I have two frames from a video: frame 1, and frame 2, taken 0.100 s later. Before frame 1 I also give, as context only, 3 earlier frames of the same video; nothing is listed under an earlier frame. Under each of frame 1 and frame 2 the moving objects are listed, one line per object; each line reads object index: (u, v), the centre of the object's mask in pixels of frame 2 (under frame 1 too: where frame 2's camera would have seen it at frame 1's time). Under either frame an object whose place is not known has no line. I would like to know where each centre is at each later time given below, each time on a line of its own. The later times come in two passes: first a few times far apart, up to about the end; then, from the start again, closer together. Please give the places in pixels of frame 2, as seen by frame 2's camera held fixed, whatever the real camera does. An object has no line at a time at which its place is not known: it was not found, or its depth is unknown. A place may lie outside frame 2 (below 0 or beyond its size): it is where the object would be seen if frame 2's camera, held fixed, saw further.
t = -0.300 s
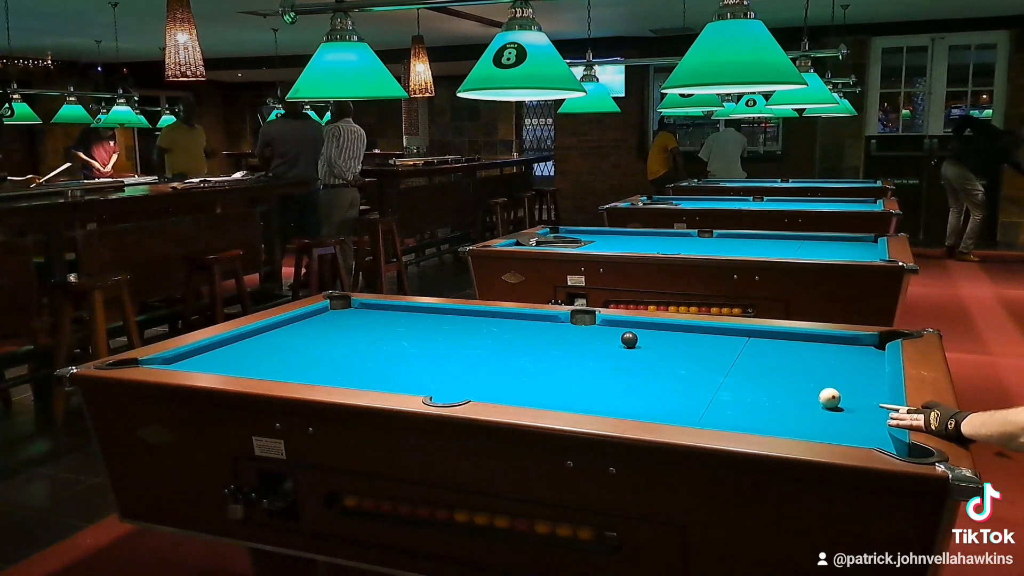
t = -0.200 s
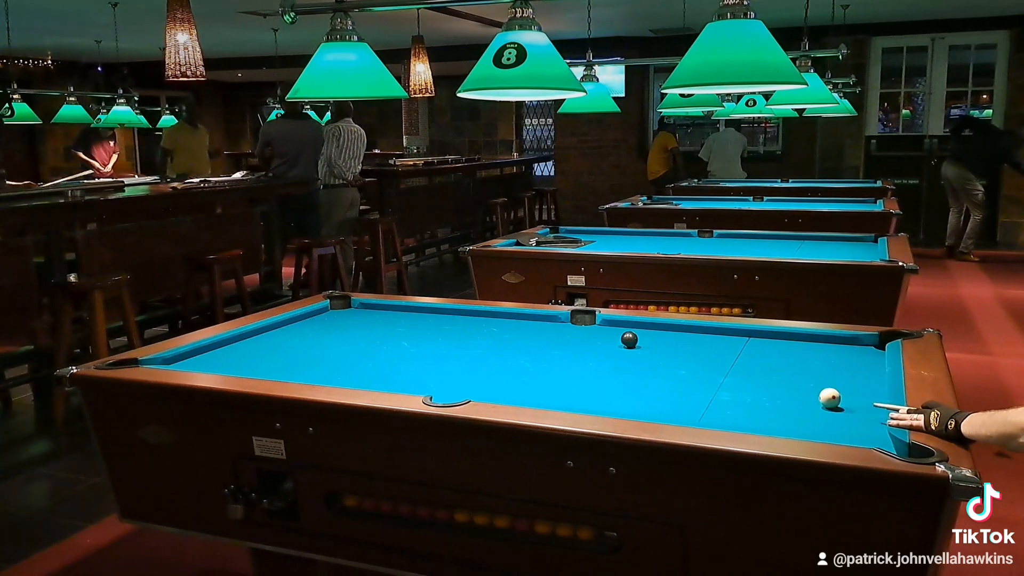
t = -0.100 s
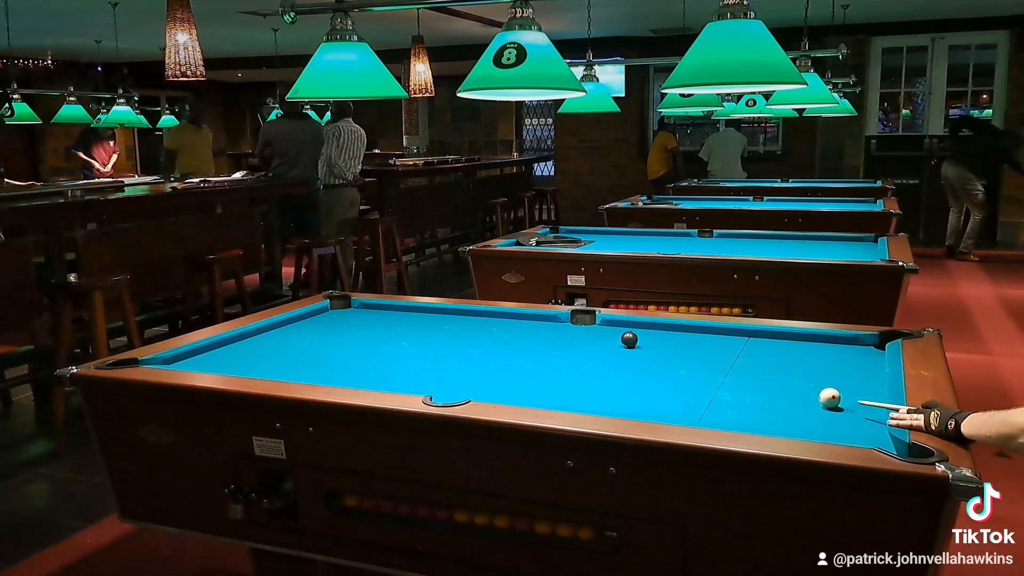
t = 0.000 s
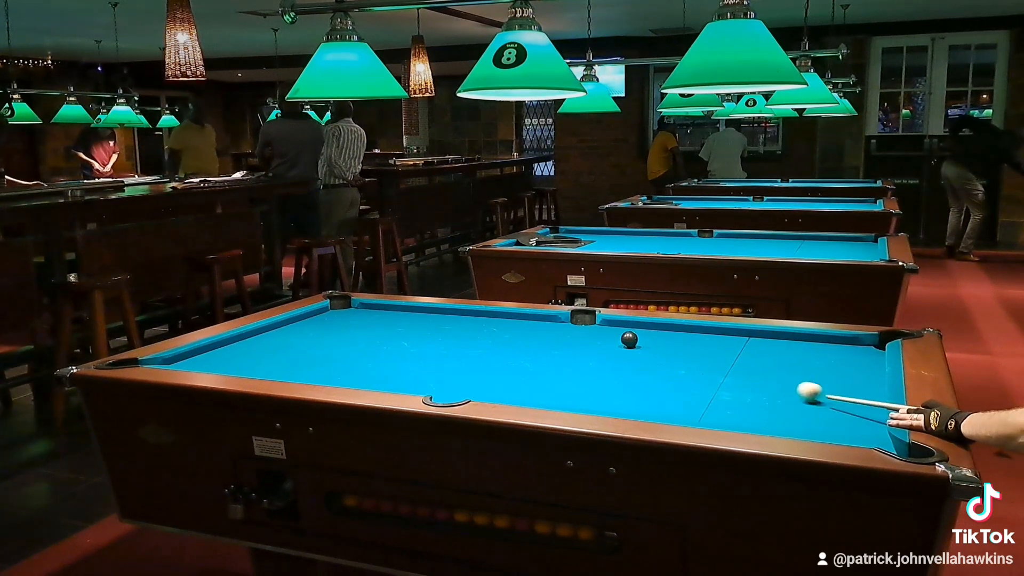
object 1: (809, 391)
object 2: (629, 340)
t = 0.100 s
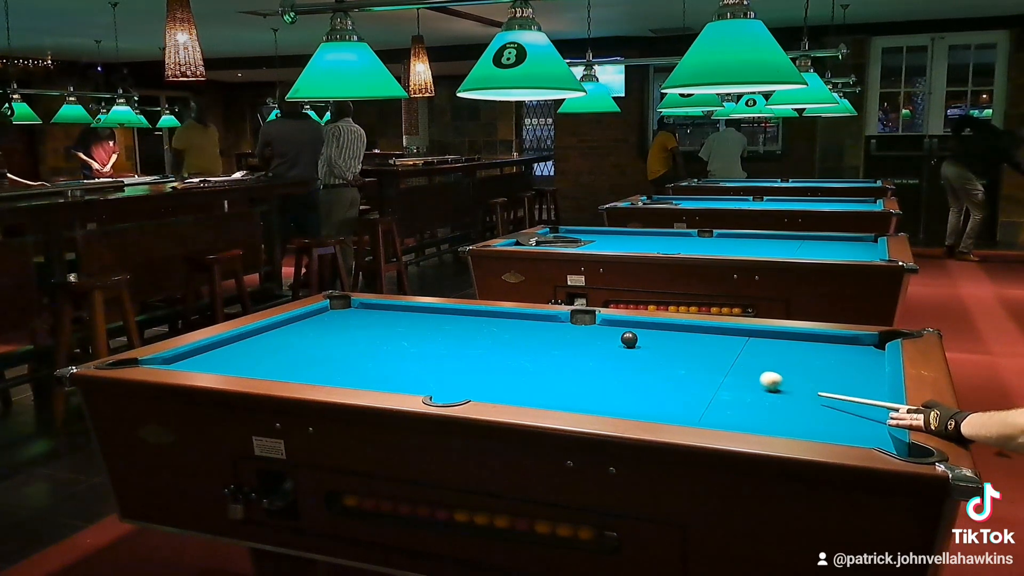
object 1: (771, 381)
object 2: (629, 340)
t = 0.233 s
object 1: (727, 369)
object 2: (629, 340)
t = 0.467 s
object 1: (663, 351)
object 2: (629, 340)
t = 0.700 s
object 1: (621, 344)
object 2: (618, 332)
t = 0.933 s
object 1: (594, 343)
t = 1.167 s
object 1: (568, 342)
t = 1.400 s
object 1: (545, 342)
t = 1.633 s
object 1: (523, 341)
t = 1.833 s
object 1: (505, 341)
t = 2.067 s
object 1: (487, 341)
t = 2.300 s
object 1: (469, 340)
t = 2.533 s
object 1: (454, 340)
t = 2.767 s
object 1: (440, 340)
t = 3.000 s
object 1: (428, 340)
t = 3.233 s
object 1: (417, 340)
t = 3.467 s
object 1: (408, 340)
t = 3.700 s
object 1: (402, 340)
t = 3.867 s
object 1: (395, 340)
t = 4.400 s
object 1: (387, 340)
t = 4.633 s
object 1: (385, 340)
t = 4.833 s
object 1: (385, 340)
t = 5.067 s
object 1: (385, 341)
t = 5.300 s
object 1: (385, 341)
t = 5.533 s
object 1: (385, 341)
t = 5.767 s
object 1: (385, 340)
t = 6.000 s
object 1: (385, 340)
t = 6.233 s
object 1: (385, 340)
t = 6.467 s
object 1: (385, 341)
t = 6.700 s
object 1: (385, 341)
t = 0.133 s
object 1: (759, 378)
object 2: (629, 340)
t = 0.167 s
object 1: (748, 375)
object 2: (629, 340)
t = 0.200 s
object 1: (738, 372)
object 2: (629, 340)
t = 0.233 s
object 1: (727, 369)
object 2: (629, 340)
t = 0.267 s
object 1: (718, 366)
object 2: (629, 340)
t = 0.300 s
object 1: (708, 364)
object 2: (629, 340)
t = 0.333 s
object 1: (699, 361)
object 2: (629, 340)
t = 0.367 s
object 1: (689, 358)
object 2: (629, 340)
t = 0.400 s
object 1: (680, 356)
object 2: (629, 340)
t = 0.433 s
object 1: (671, 353)
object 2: (629, 340)
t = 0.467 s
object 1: (663, 351)
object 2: (629, 340)
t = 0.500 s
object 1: (654, 349)
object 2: (629, 340)
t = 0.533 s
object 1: (646, 347)
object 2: (629, 340)
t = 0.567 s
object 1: (638, 344)
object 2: (627, 338)
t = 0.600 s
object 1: (633, 344)
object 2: (625, 336)
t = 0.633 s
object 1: (630, 344)
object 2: (623, 334)
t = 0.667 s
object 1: (626, 344)
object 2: (620, 333)
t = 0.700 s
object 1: (621, 344)
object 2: (618, 332)
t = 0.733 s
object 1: (618, 343)
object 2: (616, 331)
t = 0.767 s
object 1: (613, 343)
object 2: (614, 330)
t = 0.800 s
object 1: (609, 343)
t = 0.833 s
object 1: (606, 343)
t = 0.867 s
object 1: (602, 343)
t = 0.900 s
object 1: (597, 343)
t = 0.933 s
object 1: (594, 343)
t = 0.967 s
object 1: (590, 343)
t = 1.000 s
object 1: (586, 343)
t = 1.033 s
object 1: (582, 342)
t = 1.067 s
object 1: (579, 342)
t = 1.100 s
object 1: (575, 342)
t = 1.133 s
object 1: (572, 342)
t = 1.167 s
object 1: (568, 342)
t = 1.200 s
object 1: (564, 342)
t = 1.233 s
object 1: (561, 342)
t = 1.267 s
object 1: (558, 342)
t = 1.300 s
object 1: (555, 342)
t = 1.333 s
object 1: (551, 342)
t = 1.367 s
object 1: (548, 342)
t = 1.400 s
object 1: (545, 342)
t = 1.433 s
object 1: (541, 341)
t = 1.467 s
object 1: (538, 341)
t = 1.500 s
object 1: (535, 341)
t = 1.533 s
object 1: (532, 341)
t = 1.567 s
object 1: (529, 341)
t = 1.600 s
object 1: (526, 341)
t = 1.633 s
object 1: (523, 341)
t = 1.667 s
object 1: (520, 341)
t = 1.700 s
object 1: (517, 341)
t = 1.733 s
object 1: (514, 341)
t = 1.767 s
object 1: (511, 341)
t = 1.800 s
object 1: (508, 341)
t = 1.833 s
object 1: (505, 341)
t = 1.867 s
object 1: (502, 341)
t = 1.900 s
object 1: (500, 341)
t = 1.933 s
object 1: (497, 341)
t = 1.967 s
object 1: (494, 341)
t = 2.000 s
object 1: (492, 341)
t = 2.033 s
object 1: (489, 341)
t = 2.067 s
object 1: (487, 341)
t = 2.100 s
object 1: (484, 341)
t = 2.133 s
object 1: (481, 341)
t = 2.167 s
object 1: (479, 341)
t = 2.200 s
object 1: (476, 341)
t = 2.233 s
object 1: (474, 340)
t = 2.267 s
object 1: (472, 340)
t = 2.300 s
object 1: (469, 340)
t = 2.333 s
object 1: (467, 340)
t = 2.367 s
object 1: (465, 340)
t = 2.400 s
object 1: (462, 340)
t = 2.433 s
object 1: (460, 340)
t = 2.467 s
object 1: (458, 340)
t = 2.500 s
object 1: (456, 340)
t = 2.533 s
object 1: (454, 340)
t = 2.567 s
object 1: (452, 340)
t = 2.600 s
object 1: (450, 340)
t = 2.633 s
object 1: (448, 340)
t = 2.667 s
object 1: (446, 340)
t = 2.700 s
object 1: (444, 340)
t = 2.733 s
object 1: (442, 340)
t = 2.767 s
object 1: (440, 340)
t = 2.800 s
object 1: (438, 340)
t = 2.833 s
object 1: (436, 340)
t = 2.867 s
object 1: (435, 340)
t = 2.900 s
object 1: (433, 340)
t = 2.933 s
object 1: (431, 340)
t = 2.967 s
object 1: (429, 340)
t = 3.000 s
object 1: (428, 340)
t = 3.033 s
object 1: (426, 340)
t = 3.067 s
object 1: (425, 340)
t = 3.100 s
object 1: (423, 340)
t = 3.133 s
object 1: (422, 340)
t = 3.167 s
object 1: (420, 340)
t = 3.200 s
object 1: (419, 340)
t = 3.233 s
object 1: (417, 340)
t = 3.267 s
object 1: (416, 340)
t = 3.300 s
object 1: (414, 340)
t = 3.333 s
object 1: (413, 340)
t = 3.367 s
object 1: (412, 340)
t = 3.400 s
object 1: (411, 340)
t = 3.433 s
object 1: (409, 340)
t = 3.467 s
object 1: (408, 340)
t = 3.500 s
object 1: (407, 340)
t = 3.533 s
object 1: (406, 340)
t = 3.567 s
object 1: (405, 340)
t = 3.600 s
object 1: (404, 340)
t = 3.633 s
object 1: (403, 340)
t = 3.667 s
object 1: (402, 340)
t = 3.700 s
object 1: (402, 340)
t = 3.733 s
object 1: (401, 340)
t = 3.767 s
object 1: (400, 340)
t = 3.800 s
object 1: (399, 340)
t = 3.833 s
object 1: (398, 340)
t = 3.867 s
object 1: (395, 340)
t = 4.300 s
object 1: (389, 340)
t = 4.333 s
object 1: (388, 340)
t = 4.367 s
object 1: (387, 340)
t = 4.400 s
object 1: (387, 340)
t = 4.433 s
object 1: (386, 340)
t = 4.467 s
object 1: (386, 340)
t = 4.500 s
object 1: (386, 340)
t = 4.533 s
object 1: (385, 341)
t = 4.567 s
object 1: (385, 340)
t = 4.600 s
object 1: (385, 340)
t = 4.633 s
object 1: (385, 340)
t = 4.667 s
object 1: (384, 340)
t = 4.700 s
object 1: (384, 340)
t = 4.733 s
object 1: (384, 340)
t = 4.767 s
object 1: (384, 340)
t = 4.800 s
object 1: (385, 340)
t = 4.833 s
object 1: (385, 340)
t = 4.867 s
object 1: (385, 340)
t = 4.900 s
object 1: (385, 340)
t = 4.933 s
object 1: (385, 340)
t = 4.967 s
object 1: (385, 340)
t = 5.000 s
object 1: (385, 340)
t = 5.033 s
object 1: (385, 341)
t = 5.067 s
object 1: (385, 341)
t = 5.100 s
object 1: (385, 340)
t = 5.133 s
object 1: (385, 340)
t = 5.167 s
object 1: (385, 340)
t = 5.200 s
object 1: (385, 341)
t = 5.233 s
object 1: (385, 341)
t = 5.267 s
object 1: (385, 341)
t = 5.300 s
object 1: (385, 341)
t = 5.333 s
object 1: (385, 340)
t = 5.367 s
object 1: (385, 340)
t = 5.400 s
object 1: (385, 340)
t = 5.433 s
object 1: (385, 340)
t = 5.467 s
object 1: (385, 341)
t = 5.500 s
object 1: (385, 341)
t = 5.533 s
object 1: (385, 341)
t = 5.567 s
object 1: (385, 341)
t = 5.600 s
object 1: (385, 341)
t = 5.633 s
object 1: (385, 340)
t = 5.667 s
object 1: (385, 340)
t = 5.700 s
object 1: (385, 340)
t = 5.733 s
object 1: (385, 340)
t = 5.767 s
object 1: (385, 340)
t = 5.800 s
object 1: (385, 340)
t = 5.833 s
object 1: (385, 340)
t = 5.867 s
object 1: (385, 340)
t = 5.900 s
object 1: (385, 340)
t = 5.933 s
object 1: (385, 340)
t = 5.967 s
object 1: (385, 341)
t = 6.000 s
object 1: (385, 340)
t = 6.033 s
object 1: (385, 340)
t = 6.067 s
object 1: (385, 340)
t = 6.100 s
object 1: (385, 340)
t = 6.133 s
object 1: (385, 340)
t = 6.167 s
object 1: (385, 340)
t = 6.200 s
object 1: (385, 340)
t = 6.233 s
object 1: (385, 340)
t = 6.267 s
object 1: (385, 340)
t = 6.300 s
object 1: (385, 340)
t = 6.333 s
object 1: (385, 341)
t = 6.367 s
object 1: (385, 340)
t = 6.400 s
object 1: (385, 341)
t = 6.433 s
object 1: (385, 340)
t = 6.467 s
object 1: (385, 341)
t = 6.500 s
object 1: (385, 341)
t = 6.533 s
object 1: (385, 341)
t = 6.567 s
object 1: (385, 341)
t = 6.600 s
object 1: (385, 341)
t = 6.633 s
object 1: (385, 340)
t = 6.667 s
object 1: (385, 341)
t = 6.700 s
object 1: (385, 341)
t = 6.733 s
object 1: (385, 341)
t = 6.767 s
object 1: (385, 341)
